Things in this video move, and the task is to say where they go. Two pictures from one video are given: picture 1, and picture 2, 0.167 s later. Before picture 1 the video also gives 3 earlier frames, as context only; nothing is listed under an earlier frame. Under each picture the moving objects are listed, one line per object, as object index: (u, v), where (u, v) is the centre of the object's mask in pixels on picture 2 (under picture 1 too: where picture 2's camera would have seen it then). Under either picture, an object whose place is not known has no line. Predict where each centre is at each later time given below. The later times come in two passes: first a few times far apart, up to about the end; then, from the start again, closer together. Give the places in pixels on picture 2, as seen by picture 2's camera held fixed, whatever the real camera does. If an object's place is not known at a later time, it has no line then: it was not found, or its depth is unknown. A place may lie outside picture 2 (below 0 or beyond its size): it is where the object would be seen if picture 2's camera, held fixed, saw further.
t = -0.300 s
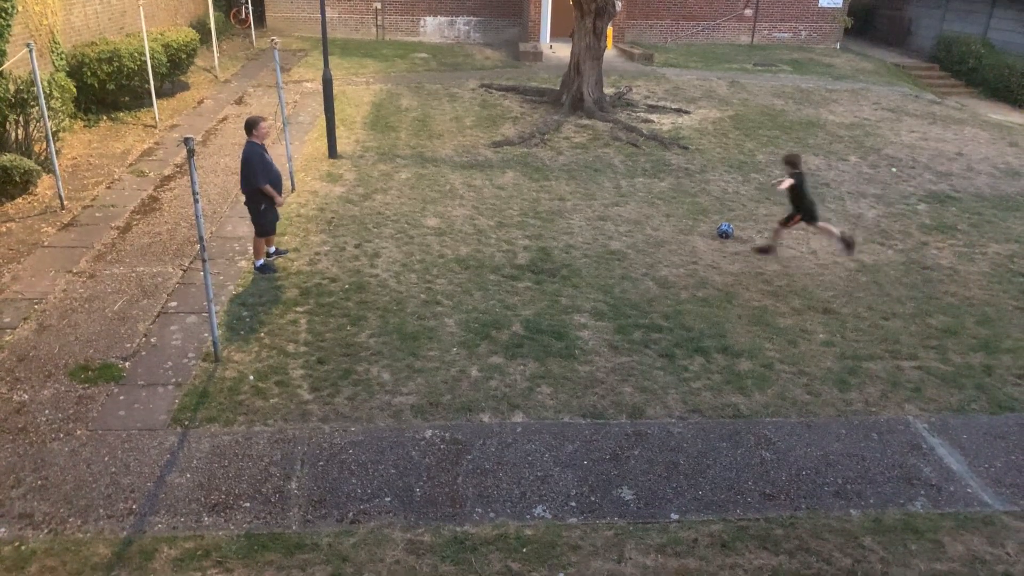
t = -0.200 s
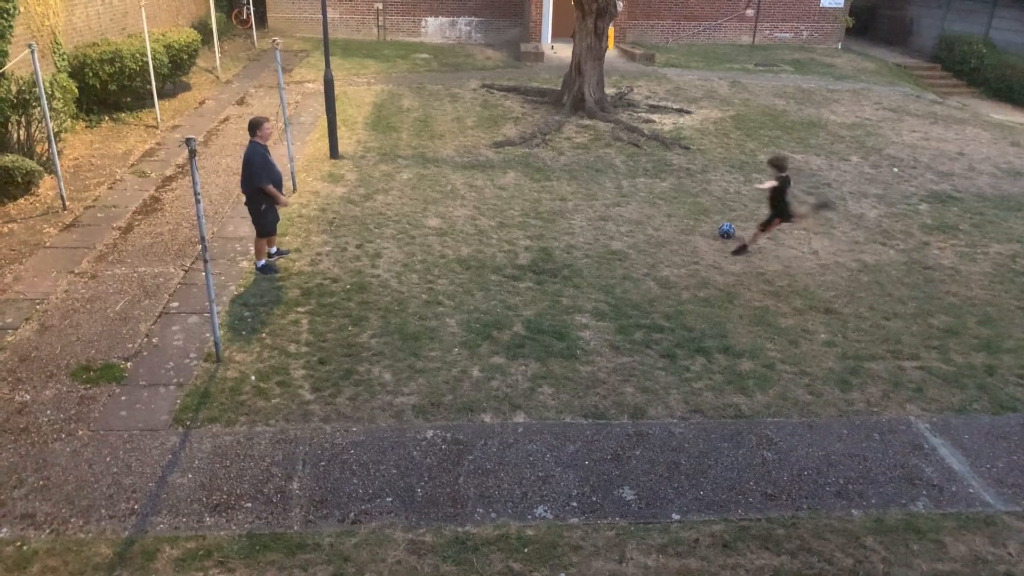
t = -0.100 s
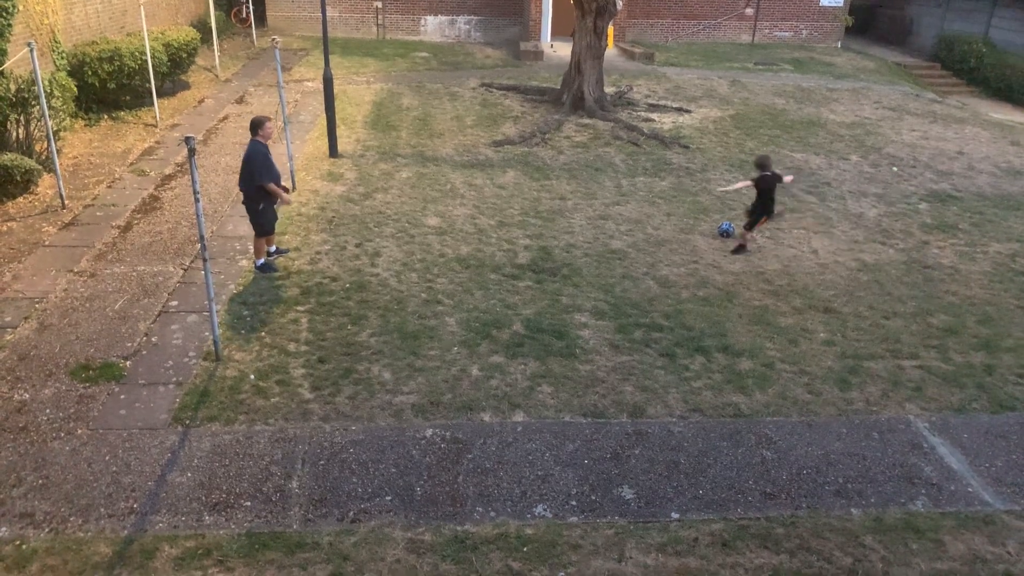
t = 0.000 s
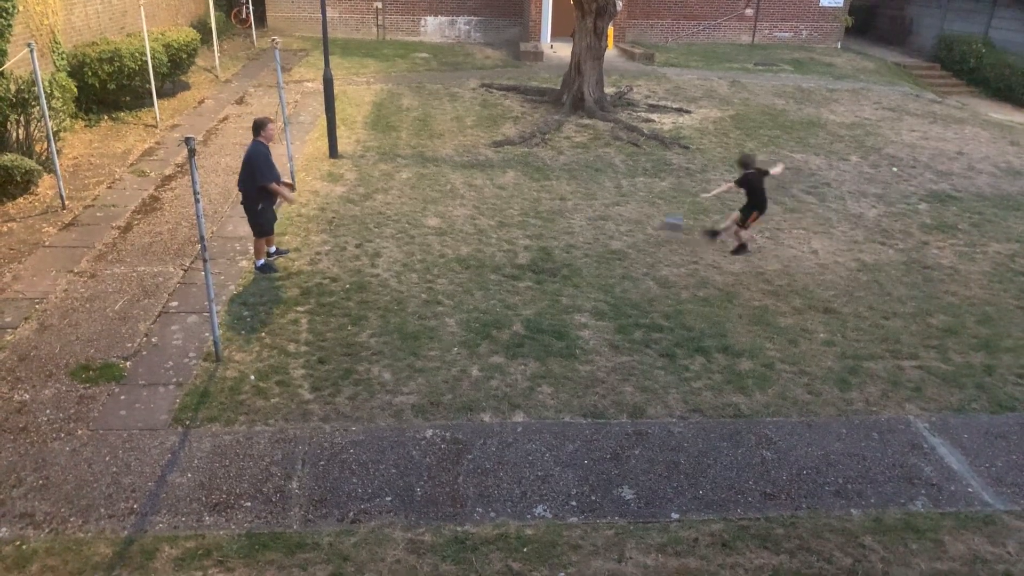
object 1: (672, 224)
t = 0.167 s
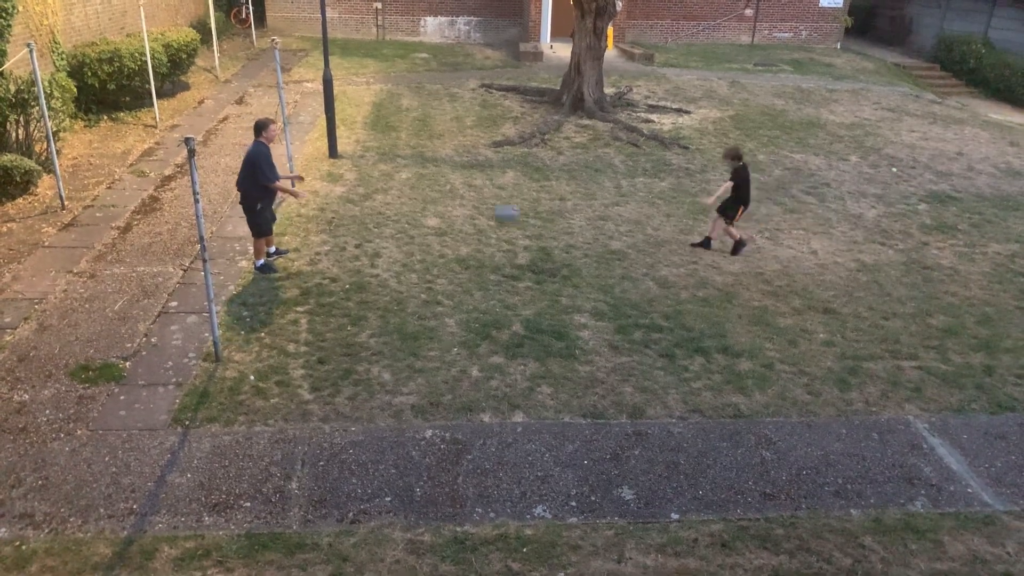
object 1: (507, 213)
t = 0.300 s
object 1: (356, 221)
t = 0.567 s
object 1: (11, 281)
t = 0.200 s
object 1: (471, 213)
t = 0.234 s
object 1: (434, 214)
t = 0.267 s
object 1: (398, 216)
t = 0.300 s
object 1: (356, 221)
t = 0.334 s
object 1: (318, 224)
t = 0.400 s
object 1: (232, 234)
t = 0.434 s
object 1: (185, 241)
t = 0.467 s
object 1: (145, 248)
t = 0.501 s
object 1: (98, 261)
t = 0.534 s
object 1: (51, 270)
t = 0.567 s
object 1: (11, 281)
